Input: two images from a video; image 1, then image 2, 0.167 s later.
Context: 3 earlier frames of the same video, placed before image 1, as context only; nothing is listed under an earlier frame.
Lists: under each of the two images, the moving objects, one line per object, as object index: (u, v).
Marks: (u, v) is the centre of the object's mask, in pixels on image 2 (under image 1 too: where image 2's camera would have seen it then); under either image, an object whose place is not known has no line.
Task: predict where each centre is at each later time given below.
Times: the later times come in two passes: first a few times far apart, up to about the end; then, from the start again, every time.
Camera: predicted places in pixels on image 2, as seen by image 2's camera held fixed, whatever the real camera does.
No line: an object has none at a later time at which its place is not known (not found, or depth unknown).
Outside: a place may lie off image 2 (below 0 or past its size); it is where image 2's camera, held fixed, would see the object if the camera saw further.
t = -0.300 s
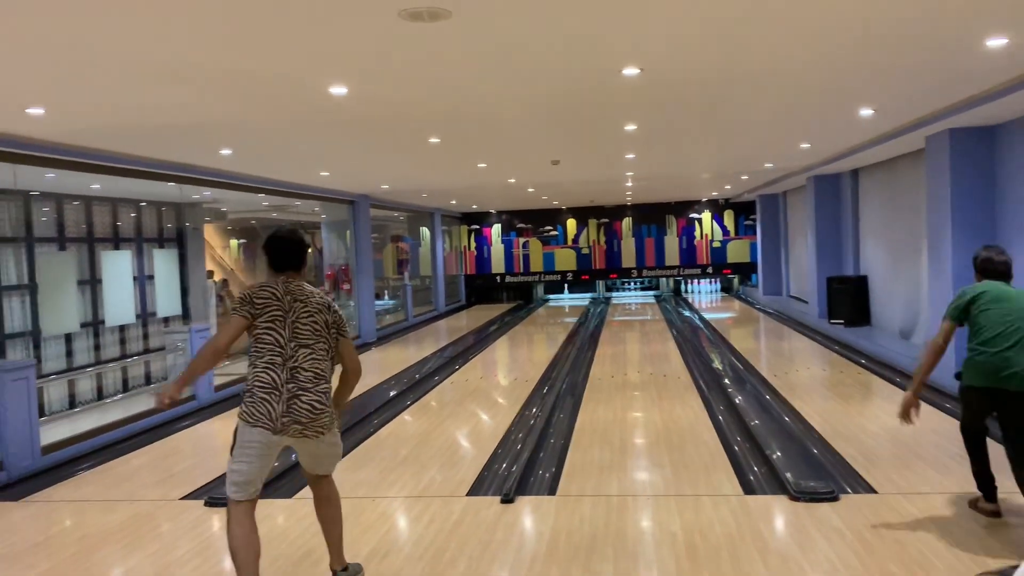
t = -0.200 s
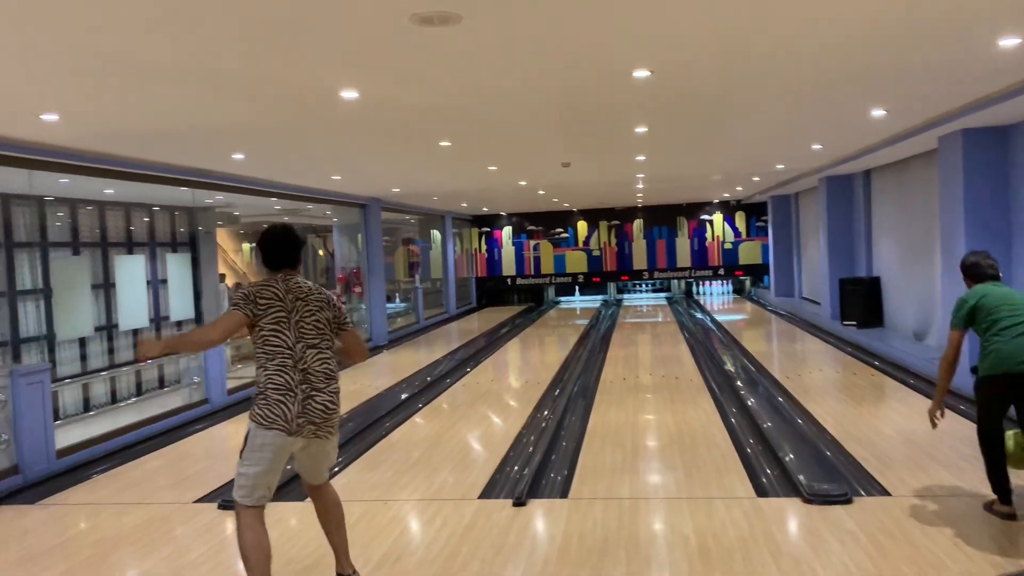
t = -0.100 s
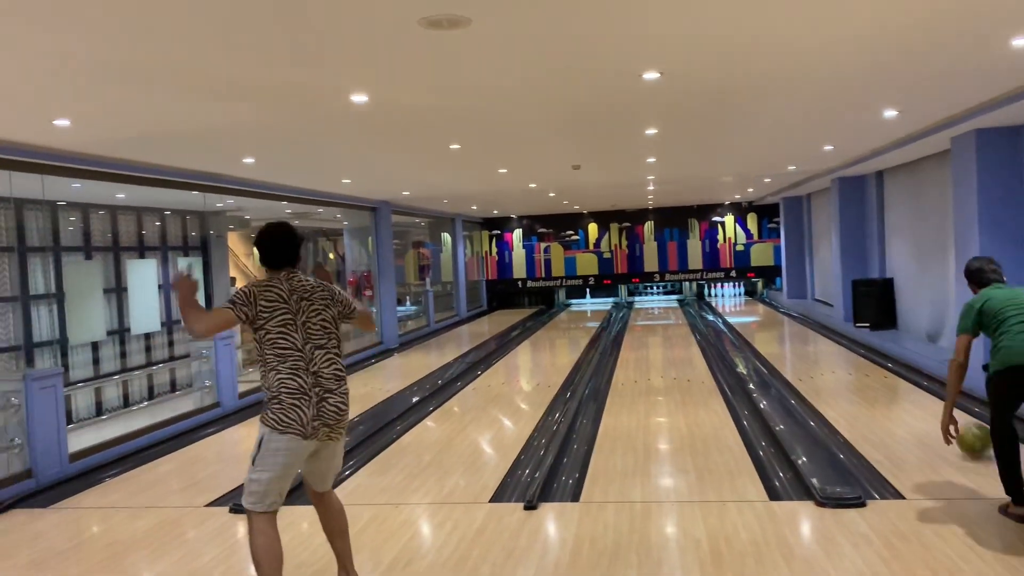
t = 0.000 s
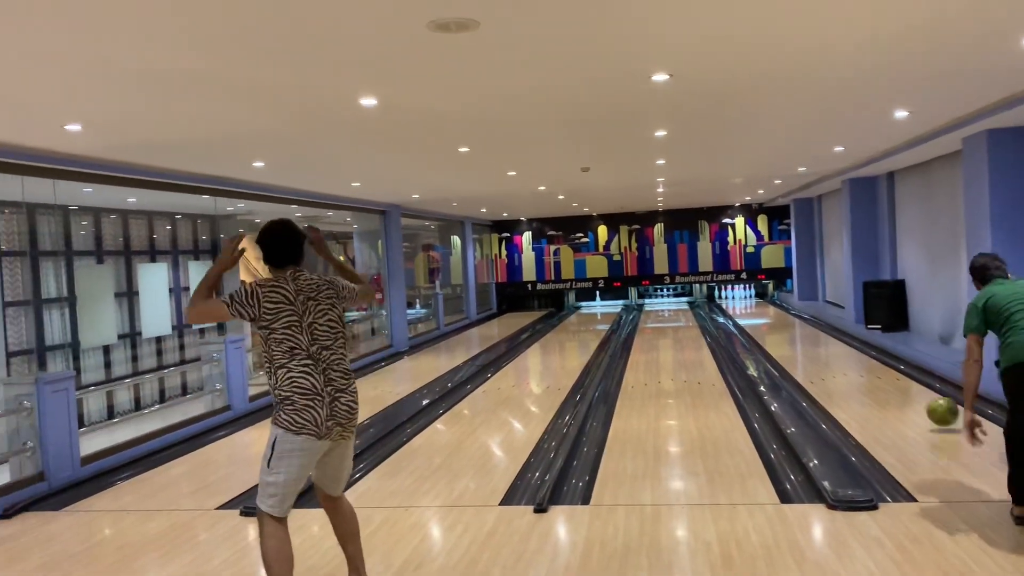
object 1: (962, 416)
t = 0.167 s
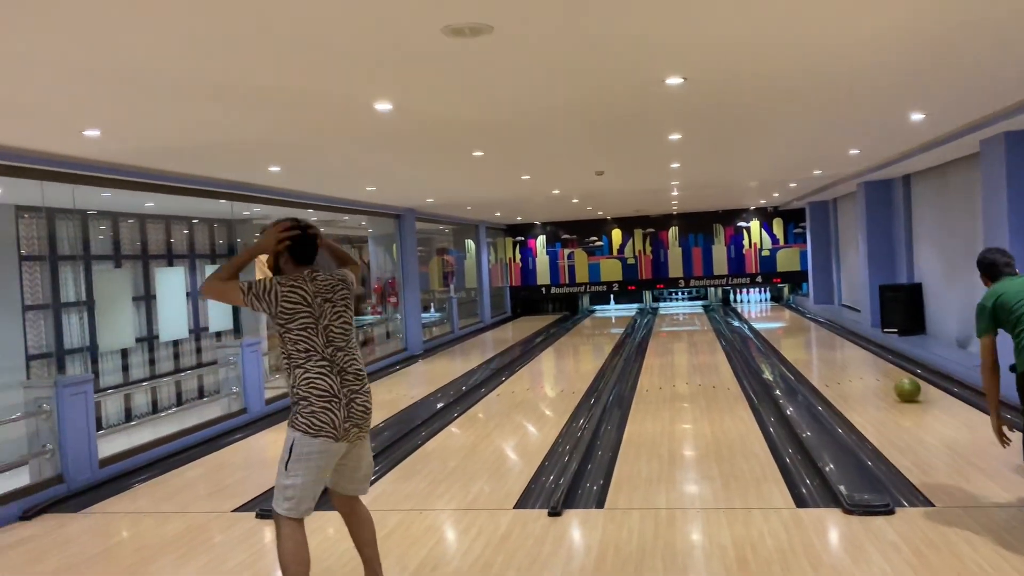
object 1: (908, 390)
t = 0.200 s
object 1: (900, 385)
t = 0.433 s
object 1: (854, 358)
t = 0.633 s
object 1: (829, 343)
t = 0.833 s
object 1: (809, 333)
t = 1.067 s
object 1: (791, 323)
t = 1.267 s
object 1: (778, 316)
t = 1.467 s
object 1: (768, 311)
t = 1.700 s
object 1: (759, 306)
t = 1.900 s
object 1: (752, 302)
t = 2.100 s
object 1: (745, 300)
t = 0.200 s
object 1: (900, 385)
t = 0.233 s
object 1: (891, 380)
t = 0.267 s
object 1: (884, 376)
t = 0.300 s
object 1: (877, 372)
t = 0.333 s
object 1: (871, 368)
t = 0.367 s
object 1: (865, 365)
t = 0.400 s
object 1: (860, 362)
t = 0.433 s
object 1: (854, 358)
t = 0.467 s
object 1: (850, 356)
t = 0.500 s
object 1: (845, 353)
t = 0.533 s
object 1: (841, 350)
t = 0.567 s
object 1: (836, 348)
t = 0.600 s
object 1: (832, 346)
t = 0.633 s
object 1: (829, 343)
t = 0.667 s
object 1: (825, 342)
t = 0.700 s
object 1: (822, 341)
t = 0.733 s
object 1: (818, 338)
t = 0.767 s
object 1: (815, 336)
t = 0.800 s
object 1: (812, 334)
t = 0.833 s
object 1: (809, 333)
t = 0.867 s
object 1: (806, 331)
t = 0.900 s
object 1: (804, 330)
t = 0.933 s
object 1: (801, 329)
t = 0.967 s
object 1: (798, 327)
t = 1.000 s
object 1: (795, 325)
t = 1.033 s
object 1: (793, 324)
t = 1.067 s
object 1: (791, 323)
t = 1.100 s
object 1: (789, 322)
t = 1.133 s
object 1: (787, 321)
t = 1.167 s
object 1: (784, 320)
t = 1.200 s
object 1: (782, 319)
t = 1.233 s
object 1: (780, 318)
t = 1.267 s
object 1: (778, 316)
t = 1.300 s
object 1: (777, 315)
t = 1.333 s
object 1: (775, 313)
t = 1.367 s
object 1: (773, 313)
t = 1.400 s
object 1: (772, 312)
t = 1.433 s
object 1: (770, 312)
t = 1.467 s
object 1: (768, 311)
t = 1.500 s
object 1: (767, 311)
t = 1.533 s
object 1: (765, 310)
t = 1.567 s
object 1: (764, 309)
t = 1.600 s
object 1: (763, 309)
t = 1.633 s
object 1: (761, 308)
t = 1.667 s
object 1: (760, 307)
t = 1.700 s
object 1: (759, 306)
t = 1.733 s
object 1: (757, 306)
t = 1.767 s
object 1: (756, 305)
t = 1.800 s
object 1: (755, 304)
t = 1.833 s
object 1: (754, 304)
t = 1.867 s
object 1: (752, 303)
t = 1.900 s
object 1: (752, 302)
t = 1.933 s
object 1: (750, 302)
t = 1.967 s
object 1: (749, 301)
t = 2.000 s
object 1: (749, 301)
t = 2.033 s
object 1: (747, 301)
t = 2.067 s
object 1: (747, 301)
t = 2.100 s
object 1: (745, 300)
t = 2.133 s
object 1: (739, 300)
